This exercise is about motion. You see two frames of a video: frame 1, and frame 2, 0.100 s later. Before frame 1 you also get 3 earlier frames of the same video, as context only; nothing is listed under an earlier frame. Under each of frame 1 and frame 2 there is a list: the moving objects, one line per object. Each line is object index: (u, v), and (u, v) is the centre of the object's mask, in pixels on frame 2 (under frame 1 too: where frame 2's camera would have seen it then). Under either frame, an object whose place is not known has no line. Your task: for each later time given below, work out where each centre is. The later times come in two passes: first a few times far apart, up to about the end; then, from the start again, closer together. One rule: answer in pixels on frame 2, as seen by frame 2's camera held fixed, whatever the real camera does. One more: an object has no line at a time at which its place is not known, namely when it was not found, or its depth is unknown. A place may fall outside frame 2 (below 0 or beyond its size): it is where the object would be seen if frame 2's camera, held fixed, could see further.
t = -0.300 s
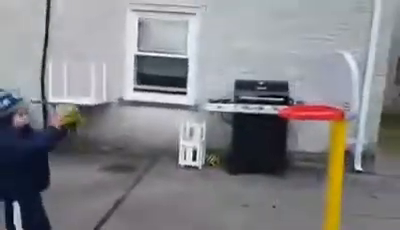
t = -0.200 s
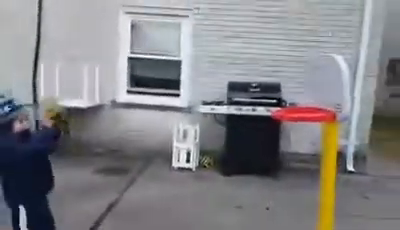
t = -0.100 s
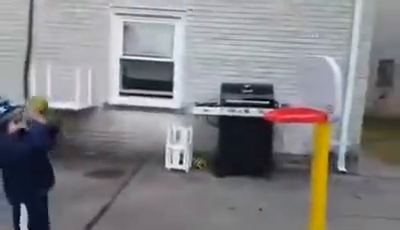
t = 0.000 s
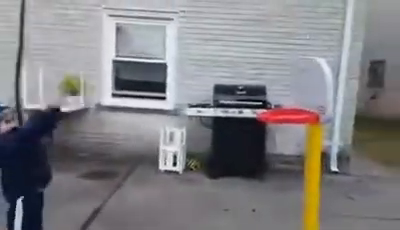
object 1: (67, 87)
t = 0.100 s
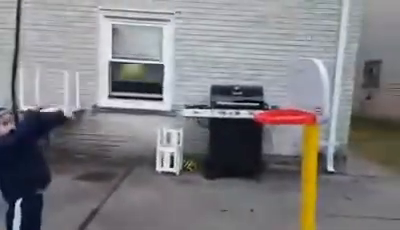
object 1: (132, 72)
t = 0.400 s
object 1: (272, 103)
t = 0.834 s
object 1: (285, 142)
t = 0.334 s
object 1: (260, 105)
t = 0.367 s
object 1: (266, 103)
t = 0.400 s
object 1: (272, 103)
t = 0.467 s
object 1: (278, 103)
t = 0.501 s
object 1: (281, 104)
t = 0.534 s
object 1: (281, 104)
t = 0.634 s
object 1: (276, 106)
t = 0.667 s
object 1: (277, 107)
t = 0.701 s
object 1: (278, 130)
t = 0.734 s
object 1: (277, 131)
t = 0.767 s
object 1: (279, 133)
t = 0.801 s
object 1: (282, 135)
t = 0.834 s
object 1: (285, 142)
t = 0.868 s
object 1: (286, 145)
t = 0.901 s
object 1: (292, 154)
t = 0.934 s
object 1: (289, 158)
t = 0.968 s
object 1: (292, 169)
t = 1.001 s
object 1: (291, 184)
